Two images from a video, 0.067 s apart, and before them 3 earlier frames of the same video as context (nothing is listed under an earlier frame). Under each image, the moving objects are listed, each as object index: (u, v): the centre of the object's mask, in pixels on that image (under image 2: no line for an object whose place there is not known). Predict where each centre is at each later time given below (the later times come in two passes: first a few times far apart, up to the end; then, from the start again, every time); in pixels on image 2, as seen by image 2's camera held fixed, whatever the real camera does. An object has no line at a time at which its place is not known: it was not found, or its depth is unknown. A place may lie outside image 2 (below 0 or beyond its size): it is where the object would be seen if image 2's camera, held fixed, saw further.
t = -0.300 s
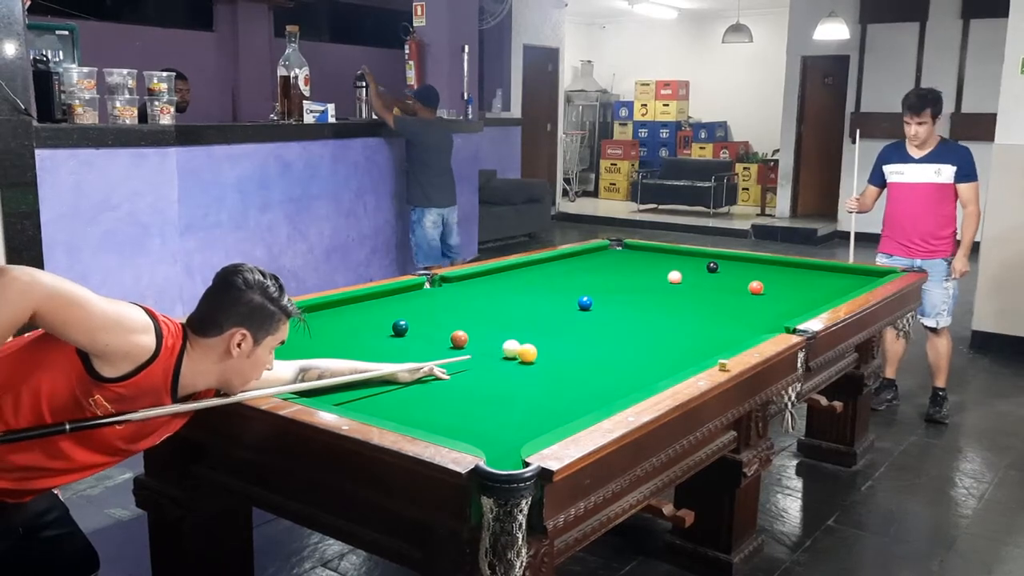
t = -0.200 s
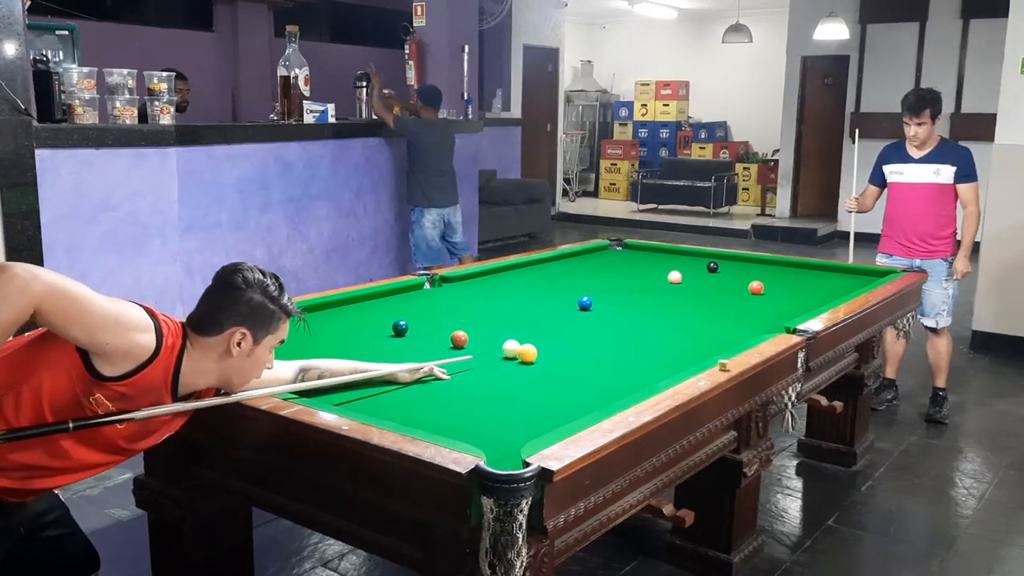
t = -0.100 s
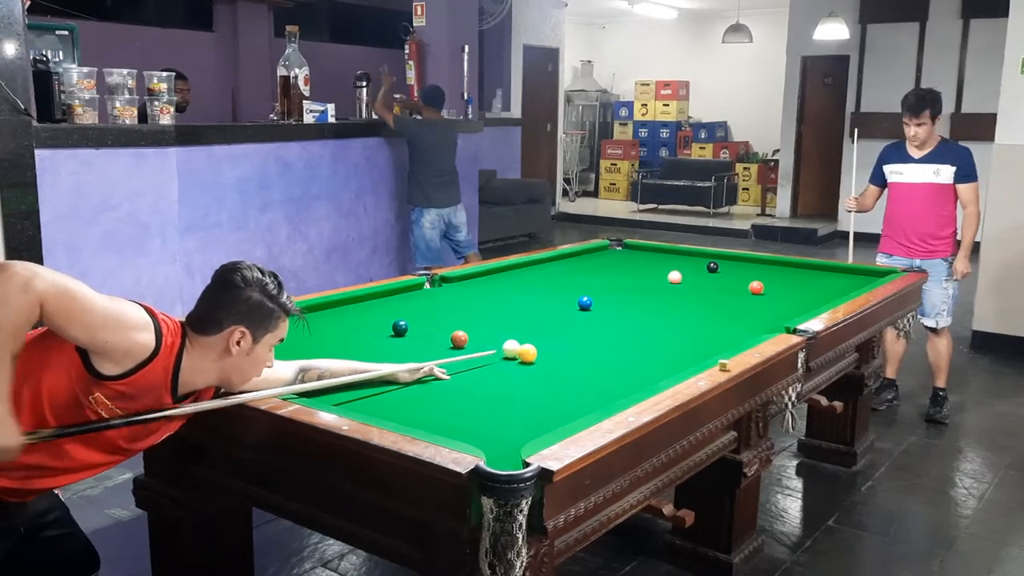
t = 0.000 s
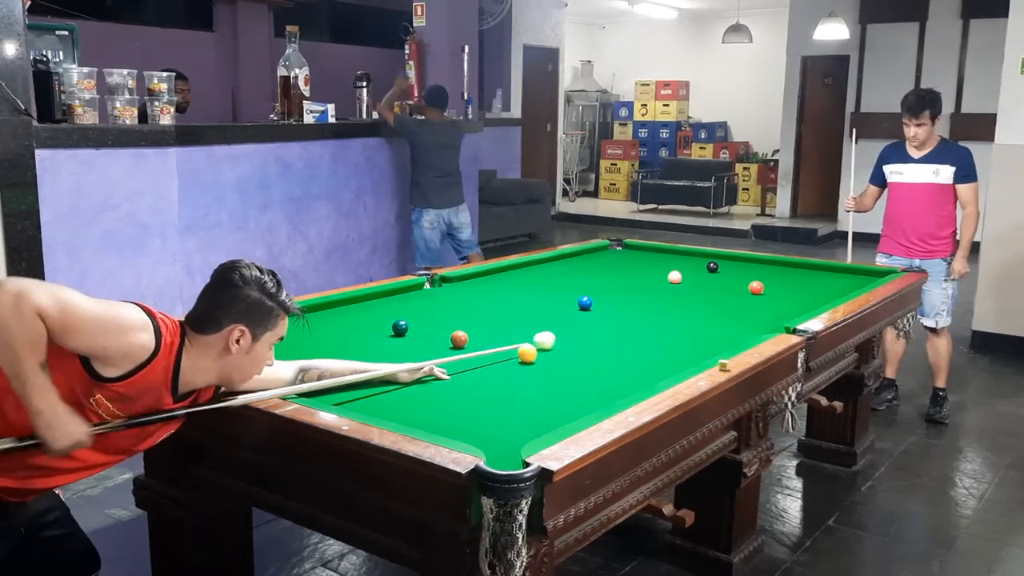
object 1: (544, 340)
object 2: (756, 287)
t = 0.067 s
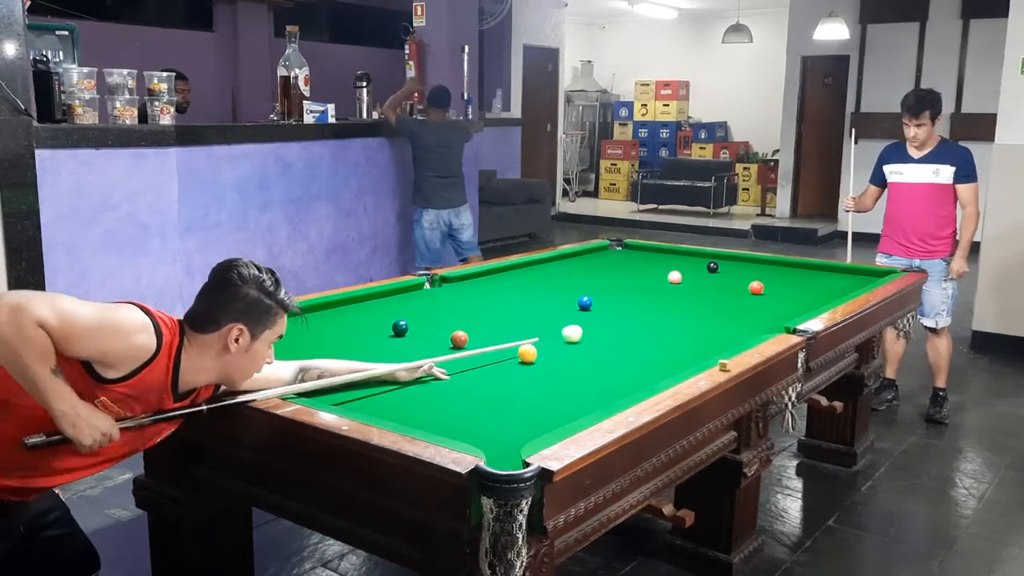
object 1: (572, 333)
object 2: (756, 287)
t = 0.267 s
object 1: (637, 316)
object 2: (756, 287)
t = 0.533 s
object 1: (709, 299)
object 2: (756, 287)
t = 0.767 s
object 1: (756, 289)
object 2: (762, 283)
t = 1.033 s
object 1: (786, 288)
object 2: (781, 275)
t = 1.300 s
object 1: (815, 288)
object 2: (798, 266)
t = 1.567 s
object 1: (840, 286)
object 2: (790, 267)
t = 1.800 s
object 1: (860, 284)
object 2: (775, 271)
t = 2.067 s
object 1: (858, 282)
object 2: (758, 276)
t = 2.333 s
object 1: (853, 280)
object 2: (741, 281)
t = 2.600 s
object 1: (848, 279)
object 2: (724, 285)
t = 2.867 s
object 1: (844, 277)
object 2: (709, 290)
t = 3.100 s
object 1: (841, 276)
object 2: (695, 294)
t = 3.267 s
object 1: (839, 275)
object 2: (686, 296)
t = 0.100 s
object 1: (584, 330)
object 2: (756, 287)
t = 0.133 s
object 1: (596, 327)
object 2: (756, 287)
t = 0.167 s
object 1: (606, 324)
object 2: (756, 287)
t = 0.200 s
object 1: (617, 322)
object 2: (756, 287)
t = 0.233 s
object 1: (627, 319)
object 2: (756, 287)
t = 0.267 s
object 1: (637, 316)
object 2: (756, 287)
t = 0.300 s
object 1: (647, 314)
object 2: (756, 287)
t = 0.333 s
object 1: (657, 312)
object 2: (756, 287)
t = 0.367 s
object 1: (666, 310)
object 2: (756, 287)
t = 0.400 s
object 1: (675, 308)
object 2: (756, 287)
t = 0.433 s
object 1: (684, 305)
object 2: (756, 287)
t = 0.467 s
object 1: (693, 304)
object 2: (756, 287)
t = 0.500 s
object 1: (701, 301)
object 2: (756, 287)
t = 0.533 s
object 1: (709, 299)
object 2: (756, 287)
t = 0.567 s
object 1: (717, 298)
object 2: (756, 287)
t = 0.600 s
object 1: (725, 296)
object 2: (756, 287)
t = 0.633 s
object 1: (733, 294)
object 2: (756, 287)
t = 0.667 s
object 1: (740, 292)
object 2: (756, 287)
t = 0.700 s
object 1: (748, 290)
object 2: (758, 287)
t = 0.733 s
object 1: (753, 289)
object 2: (760, 284)
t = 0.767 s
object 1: (756, 289)
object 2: (762, 283)
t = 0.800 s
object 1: (760, 290)
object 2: (765, 281)
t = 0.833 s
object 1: (763, 290)
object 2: (768, 280)
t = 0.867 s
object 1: (767, 290)
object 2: (770, 279)
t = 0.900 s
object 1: (771, 289)
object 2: (772, 278)
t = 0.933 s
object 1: (775, 289)
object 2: (775, 277)
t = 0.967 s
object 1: (778, 289)
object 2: (777, 276)
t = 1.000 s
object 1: (782, 289)
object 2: (779, 275)
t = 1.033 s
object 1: (786, 288)
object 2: (781, 275)
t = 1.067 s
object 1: (790, 288)
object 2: (783, 273)
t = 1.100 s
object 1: (793, 288)
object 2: (785, 272)
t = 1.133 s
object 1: (797, 288)
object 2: (787, 271)
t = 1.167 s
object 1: (801, 288)
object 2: (790, 270)
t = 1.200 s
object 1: (804, 288)
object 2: (792, 270)
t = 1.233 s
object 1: (808, 288)
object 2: (793, 269)
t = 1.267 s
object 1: (811, 288)
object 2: (796, 267)
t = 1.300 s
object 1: (815, 288)
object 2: (798, 266)
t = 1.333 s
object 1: (818, 287)
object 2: (799, 266)
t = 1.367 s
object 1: (821, 287)
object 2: (801, 265)
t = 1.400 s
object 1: (824, 287)
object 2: (801, 265)
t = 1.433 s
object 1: (828, 287)
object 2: (799, 265)
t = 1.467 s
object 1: (831, 287)
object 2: (797, 266)
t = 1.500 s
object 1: (834, 287)
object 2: (794, 266)
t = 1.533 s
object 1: (837, 287)
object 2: (792, 267)
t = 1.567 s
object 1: (840, 286)
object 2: (790, 267)
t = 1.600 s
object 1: (844, 286)
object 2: (788, 268)
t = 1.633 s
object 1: (846, 286)
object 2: (785, 268)
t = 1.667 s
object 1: (849, 286)
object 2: (783, 269)
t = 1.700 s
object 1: (852, 285)
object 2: (781, 270)
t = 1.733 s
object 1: (855, 285)
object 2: (779, 270)
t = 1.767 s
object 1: (858, 284)
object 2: (777, 271)
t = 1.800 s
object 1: (860, 284)
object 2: (775, 271)
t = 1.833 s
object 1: (863, 283)
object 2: (773, 272)
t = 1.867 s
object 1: (862, 283)
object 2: (771, 272)
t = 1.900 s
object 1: (861, 283)
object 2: (768, 273)
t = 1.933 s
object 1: (861, 283)
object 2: (766, 274)
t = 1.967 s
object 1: (860, 283)
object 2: (764, 274)
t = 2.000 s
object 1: (859, 283)
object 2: (762, 275)
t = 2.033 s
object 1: (859, 282)
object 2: (760, 275)
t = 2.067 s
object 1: (858, 282)
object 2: (758, 276)
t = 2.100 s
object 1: (857, 282)
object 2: (756, 276)
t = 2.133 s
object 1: (857, 282)
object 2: (753, 277)
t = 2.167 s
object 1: (856, 282)
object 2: (751, 278)
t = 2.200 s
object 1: (855, 282)
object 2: (749, 278)
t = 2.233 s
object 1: (855, 281)
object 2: (747, 279)
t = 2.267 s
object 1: (854, 281)
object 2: (745, 279)
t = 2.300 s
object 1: (853, 280)
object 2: (743, 280)
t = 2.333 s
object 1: (853, 280)
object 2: (741, 281)
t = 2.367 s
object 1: (852, 280)
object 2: (739, 281)
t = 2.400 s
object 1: (851, 280)
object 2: (737, 282)
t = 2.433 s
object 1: (851, 280)
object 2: (735, 282)
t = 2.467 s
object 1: (850, 280)
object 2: (733, 283)
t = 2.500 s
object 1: (849, 279)
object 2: (731, 283)
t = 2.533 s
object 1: (849, 279)
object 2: (729, 284)
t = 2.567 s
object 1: (849, 279)
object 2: (727, 285)
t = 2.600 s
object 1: (848, 279)
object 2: (724, 285)
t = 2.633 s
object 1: (847, 278)
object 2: (722, 286)
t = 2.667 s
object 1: (847, 278)
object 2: (720, 286)
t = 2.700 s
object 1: (846, 277)
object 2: (718, 286)
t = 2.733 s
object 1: (846, 277)
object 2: (716, 287)
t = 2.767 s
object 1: (845, 277)
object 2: (715, 288)
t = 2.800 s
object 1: (845, 277)
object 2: (713, 289)
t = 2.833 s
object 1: (844, 277)
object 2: (711, 289)
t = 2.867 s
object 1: (844, 277)
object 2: (709, 290)
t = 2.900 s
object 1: (843, 277)
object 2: (707, 290)
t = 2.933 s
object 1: (843, 276)
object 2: (705, 291)
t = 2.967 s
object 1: (843, 276)
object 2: (703, 291)
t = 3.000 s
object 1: (842, 276)
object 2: (701, 292)
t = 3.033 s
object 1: (842, 276)
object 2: (699, 293)
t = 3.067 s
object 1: (841, 276)
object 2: (697, 293)
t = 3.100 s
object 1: (841, 276)
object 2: (695, 294)
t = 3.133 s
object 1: (841, 275)
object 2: (693, 294)
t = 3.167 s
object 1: (840, 275)
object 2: (692, 295)
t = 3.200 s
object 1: (840, 275)
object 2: (690, 295)
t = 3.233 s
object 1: (840, 275)
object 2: (688, 296)
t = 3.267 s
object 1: (839, 275)
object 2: (686, 296)
